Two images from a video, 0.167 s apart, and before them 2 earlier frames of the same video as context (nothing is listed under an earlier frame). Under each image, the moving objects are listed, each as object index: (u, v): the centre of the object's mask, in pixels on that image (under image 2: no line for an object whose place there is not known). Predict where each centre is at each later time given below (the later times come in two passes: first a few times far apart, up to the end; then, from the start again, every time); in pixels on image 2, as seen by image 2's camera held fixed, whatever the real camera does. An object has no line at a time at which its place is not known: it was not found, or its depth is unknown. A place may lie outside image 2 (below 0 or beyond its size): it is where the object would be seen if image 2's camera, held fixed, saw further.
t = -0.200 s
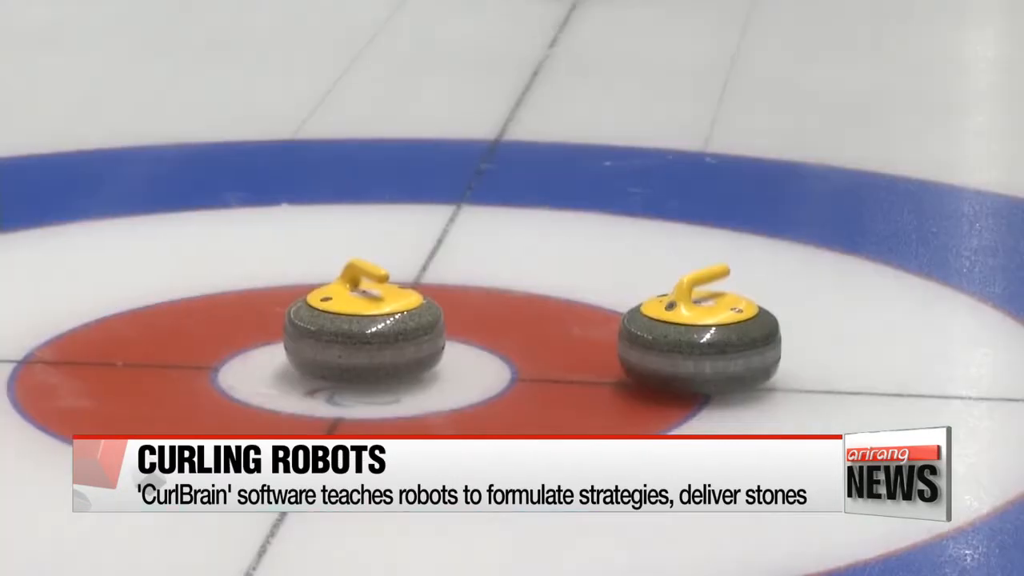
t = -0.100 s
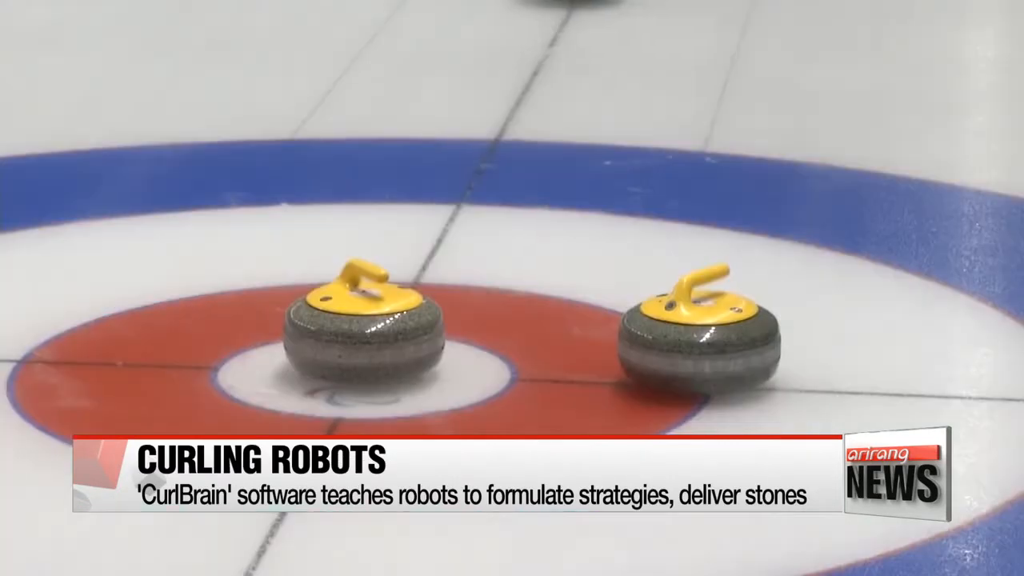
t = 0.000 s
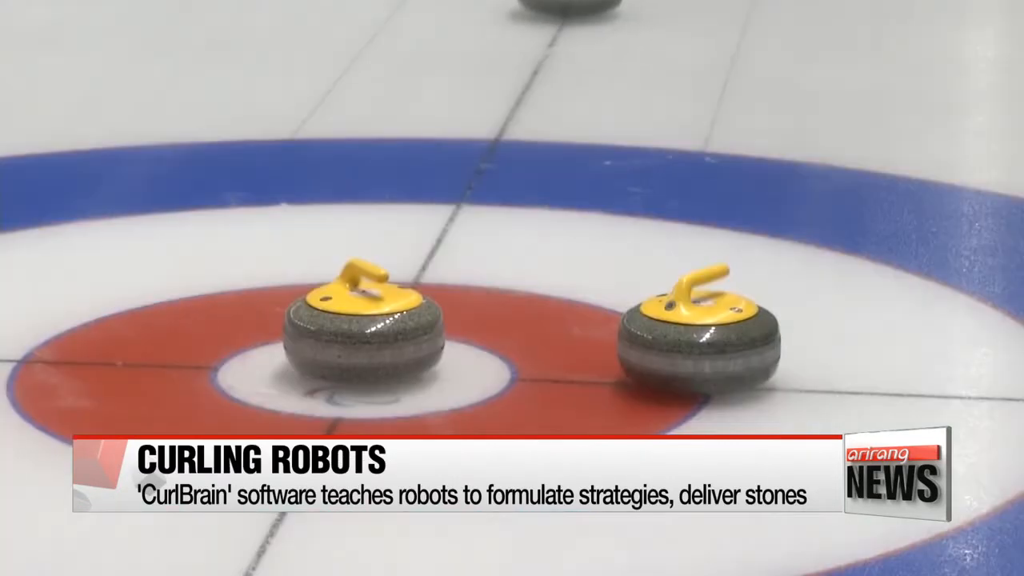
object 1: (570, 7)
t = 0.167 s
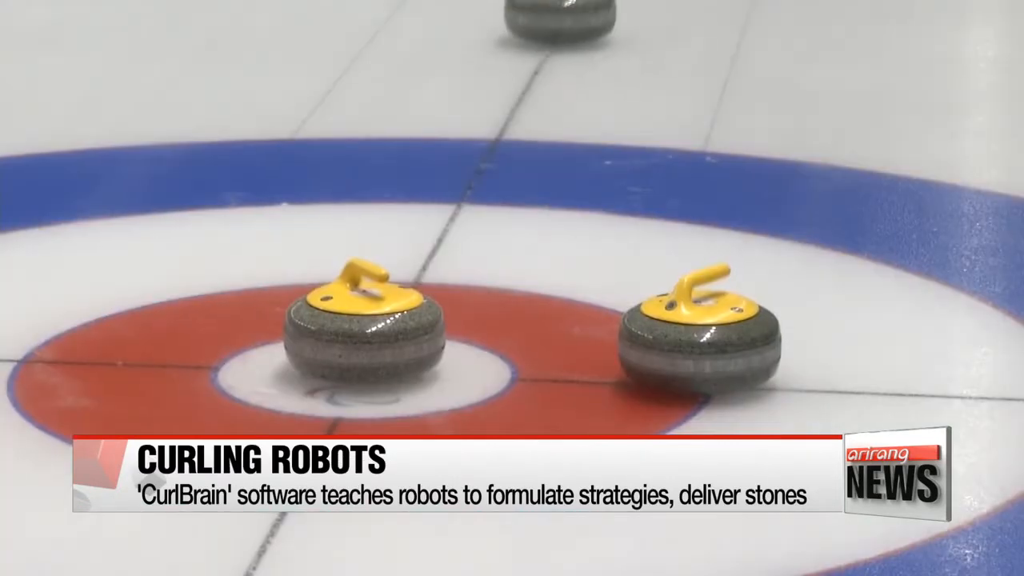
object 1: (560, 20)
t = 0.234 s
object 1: (555, 26)
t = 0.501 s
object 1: (537, 65)
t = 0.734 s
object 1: (519, 112)
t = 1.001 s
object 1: (496, 171)
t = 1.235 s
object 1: (475, 228)
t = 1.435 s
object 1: (466, 281)
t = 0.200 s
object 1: (557, 23)
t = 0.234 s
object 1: (555, 26)
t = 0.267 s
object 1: (553, 29)
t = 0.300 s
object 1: (551, 33)
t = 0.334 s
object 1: (548, 38)
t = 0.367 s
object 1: (546, 43)
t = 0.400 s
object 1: (544, 48)
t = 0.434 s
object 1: (542, 53)
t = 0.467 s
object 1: (540, 59)
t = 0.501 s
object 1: (537, 65)
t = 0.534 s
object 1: (535, 72)
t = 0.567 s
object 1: (532, 78)
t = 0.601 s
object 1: (529, 84)
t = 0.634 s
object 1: (527, 91)
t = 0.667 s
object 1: (524, 98)
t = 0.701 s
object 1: (521, 106)
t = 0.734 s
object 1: (519, 112)
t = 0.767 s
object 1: (516, 120)
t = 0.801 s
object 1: (514, 127)
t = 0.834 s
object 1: (511, 133)
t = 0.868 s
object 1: (508, 141)
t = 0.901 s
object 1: (505, 148)
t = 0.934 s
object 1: (503, 157)
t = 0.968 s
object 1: (500, 164)
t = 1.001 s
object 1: (496, 171)
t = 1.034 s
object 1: (493, 179)
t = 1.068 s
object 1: (491, 187)
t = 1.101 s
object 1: (488, 195)
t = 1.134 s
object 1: (485, 203)
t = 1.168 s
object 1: (482, 211)
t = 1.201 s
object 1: (478, 220)
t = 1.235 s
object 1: (475, 228)
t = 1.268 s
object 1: (472, 238)
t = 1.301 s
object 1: (468, 248)
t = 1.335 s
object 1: (467, 256)
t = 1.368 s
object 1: (466, 263)
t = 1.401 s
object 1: (465, 271)
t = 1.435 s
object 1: (466, 281)
